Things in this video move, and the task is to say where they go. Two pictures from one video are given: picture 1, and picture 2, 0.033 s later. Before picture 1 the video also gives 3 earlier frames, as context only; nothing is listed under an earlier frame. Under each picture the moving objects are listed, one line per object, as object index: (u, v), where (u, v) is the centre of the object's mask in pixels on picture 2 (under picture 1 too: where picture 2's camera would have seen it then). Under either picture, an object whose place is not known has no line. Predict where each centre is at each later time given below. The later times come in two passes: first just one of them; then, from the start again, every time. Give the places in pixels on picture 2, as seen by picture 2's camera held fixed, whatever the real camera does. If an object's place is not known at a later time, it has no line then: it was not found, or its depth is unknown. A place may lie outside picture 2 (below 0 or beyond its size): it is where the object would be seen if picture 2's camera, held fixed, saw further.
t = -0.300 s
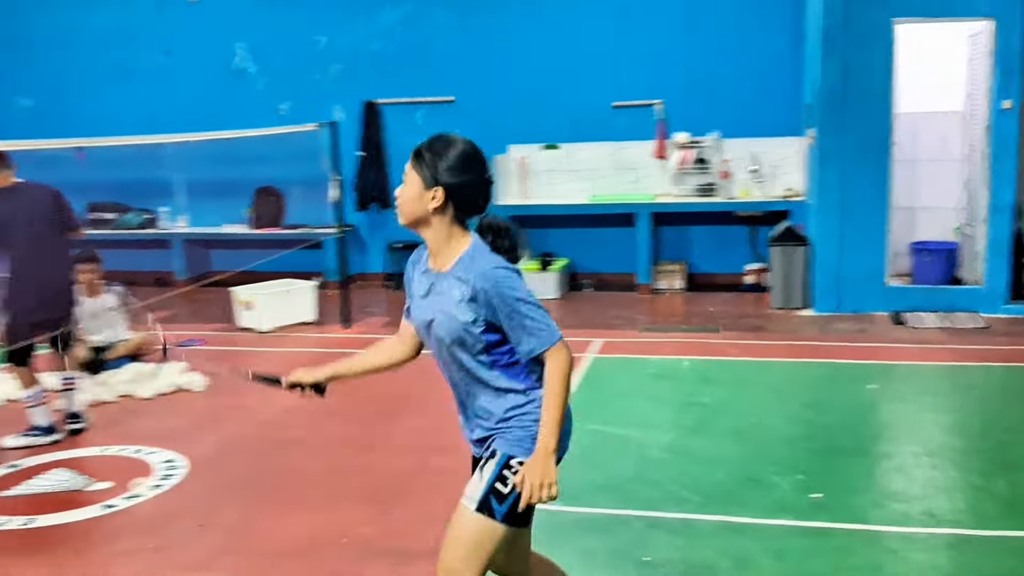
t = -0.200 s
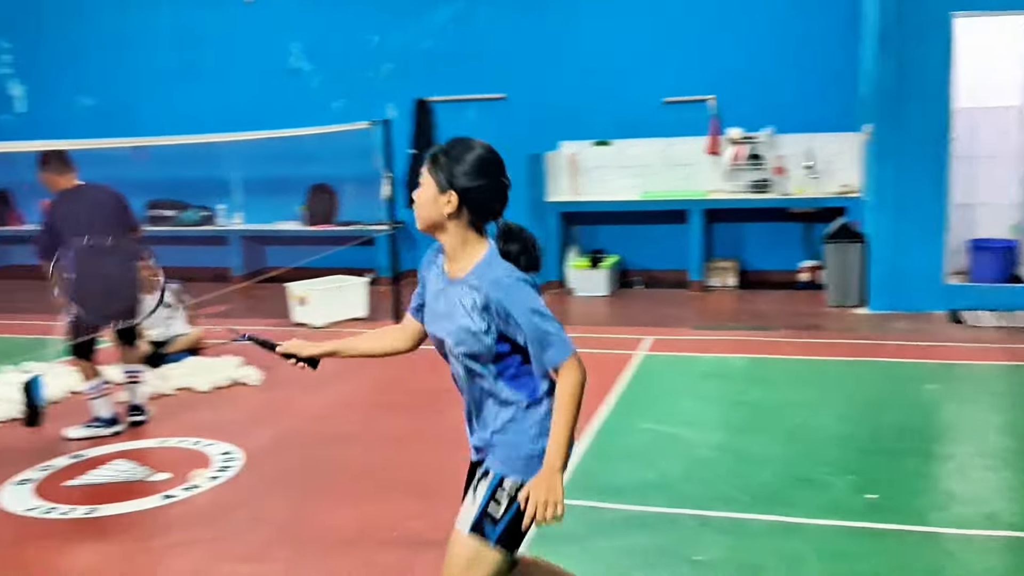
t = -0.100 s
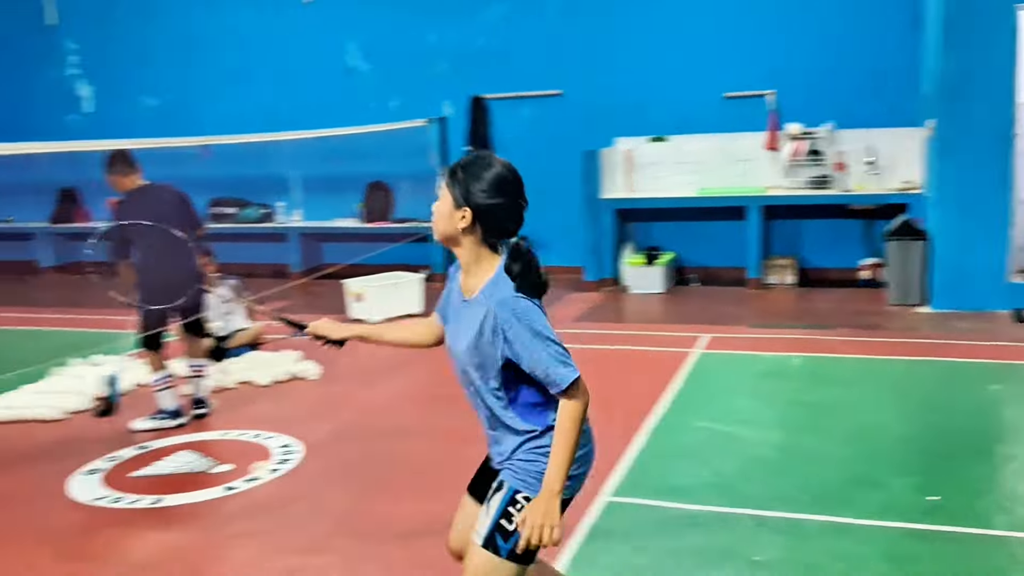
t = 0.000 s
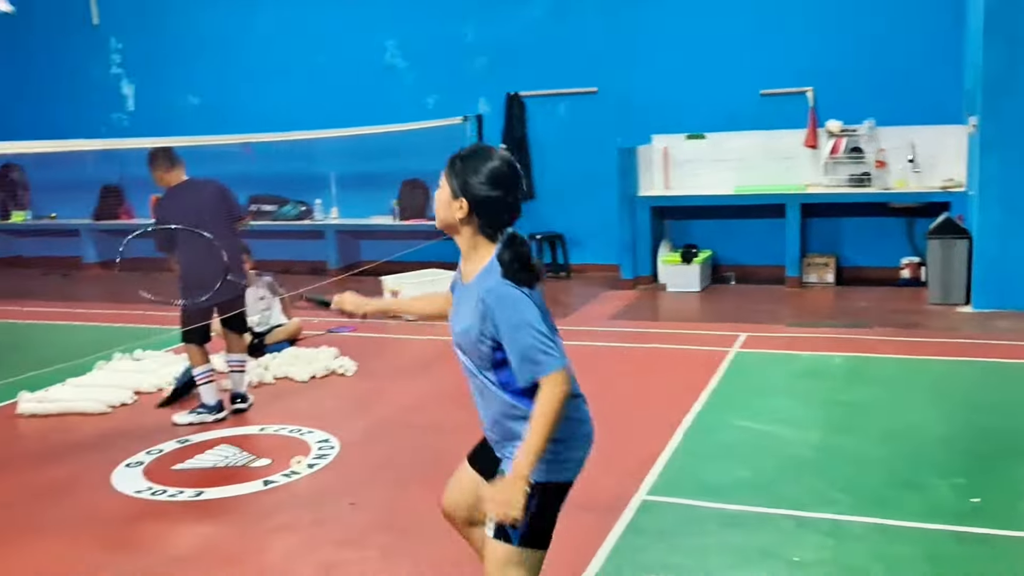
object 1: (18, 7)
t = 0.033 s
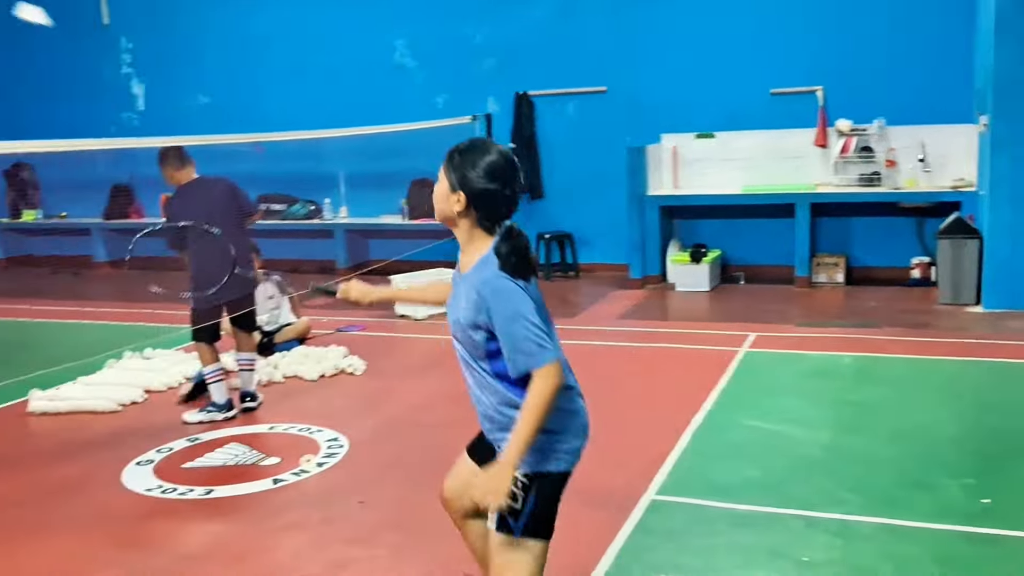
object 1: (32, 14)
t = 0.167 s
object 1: (143, 98)
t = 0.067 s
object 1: (59, 29)
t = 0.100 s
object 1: (87, 49)
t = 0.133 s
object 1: (117, 73)
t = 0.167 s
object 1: (143, 98)
